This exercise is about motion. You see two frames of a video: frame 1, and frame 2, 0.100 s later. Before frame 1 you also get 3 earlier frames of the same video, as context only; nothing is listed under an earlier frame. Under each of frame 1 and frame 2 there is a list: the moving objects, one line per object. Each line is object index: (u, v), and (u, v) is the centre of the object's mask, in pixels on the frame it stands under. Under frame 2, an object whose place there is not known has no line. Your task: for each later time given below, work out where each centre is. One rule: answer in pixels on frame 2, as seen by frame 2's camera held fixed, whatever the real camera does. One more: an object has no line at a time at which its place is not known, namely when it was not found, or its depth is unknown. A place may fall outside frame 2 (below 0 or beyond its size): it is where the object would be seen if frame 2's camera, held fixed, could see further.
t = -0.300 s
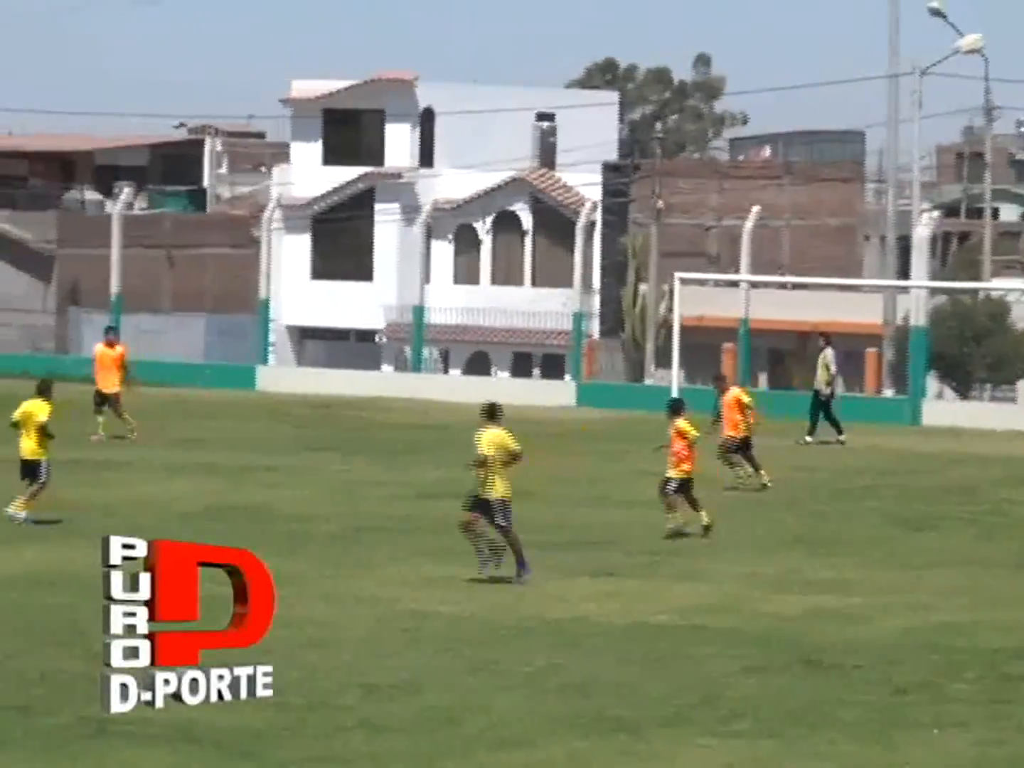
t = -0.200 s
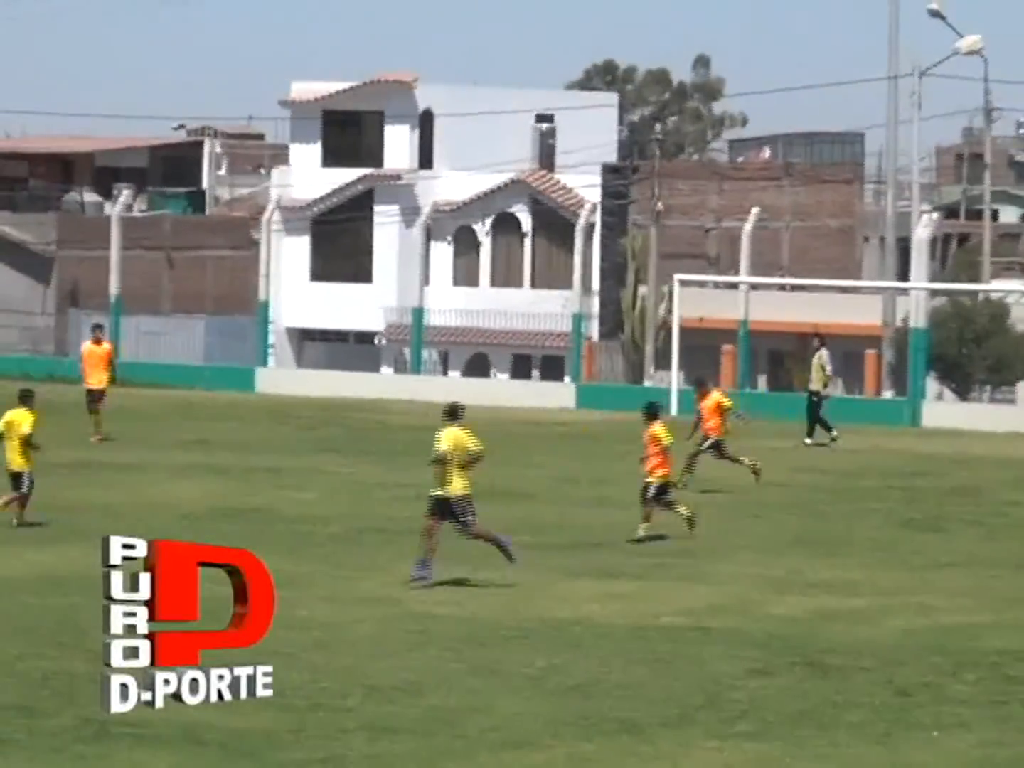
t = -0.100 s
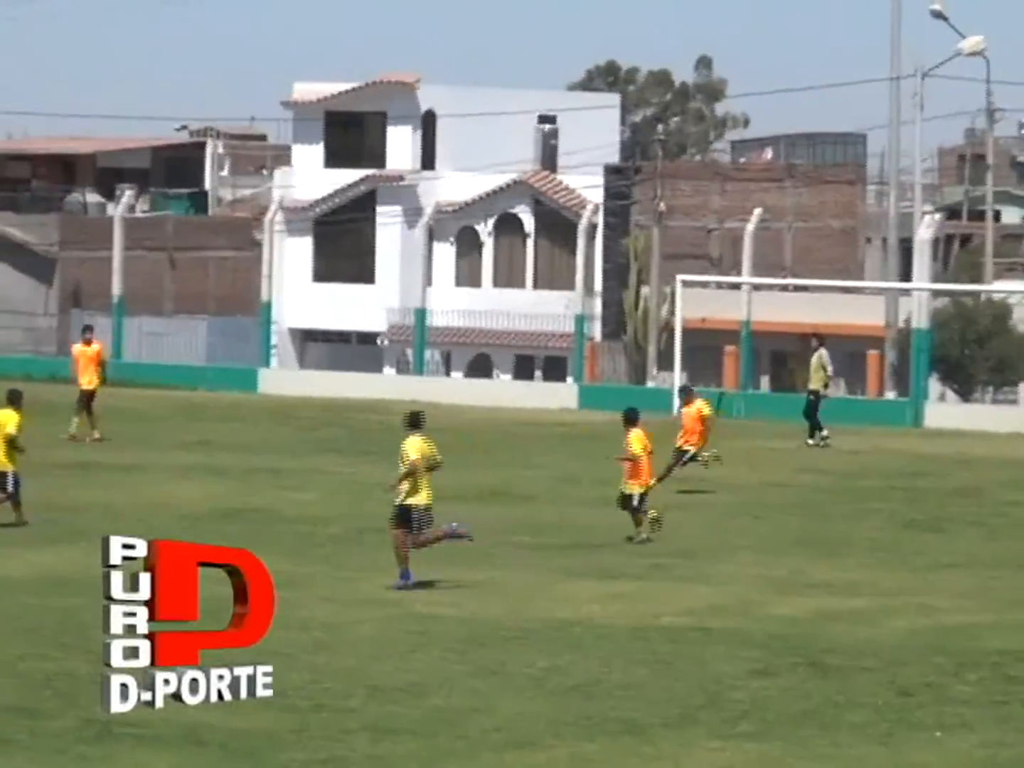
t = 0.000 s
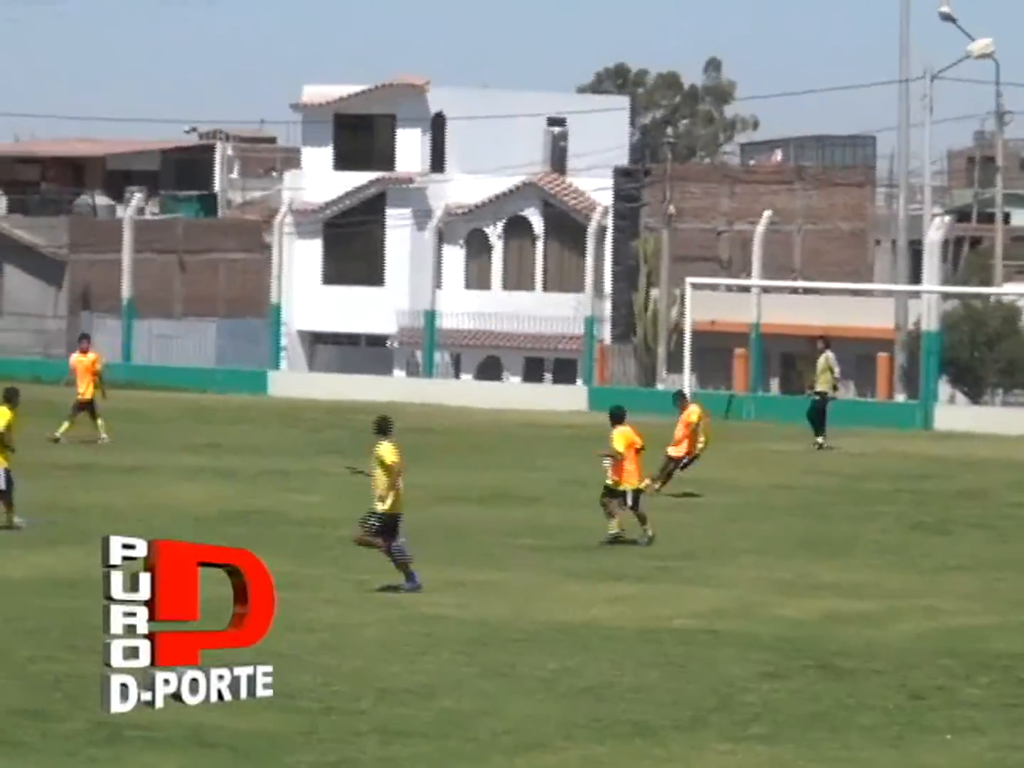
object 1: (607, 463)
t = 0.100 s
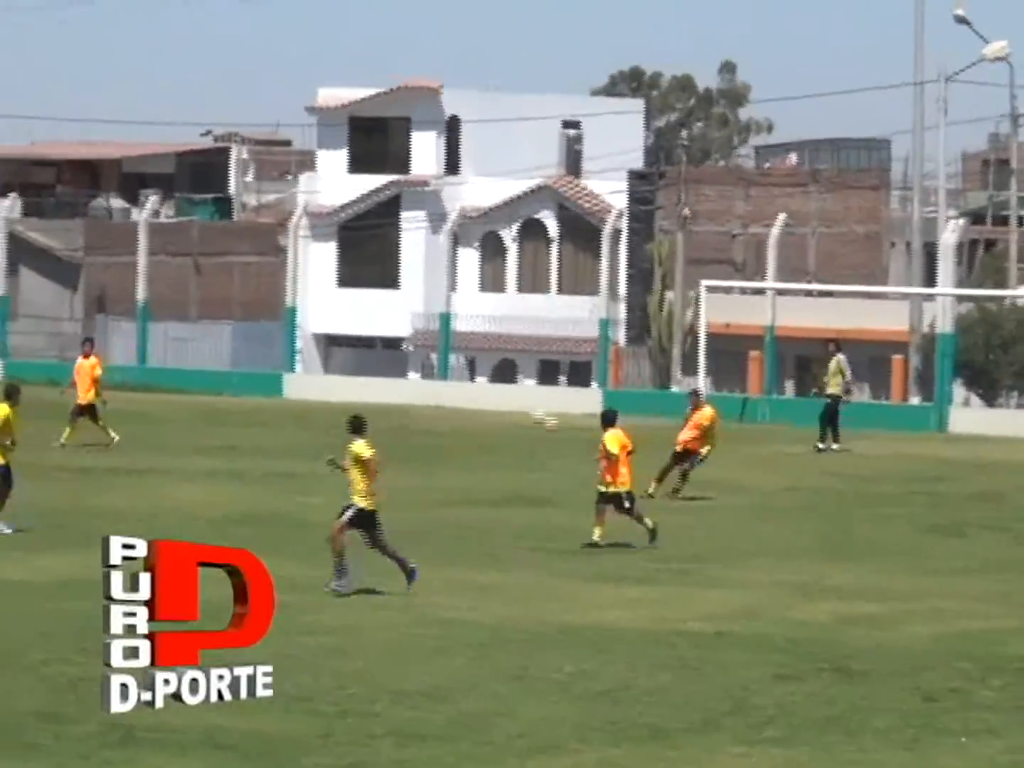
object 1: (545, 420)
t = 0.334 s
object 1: (336, 318)
